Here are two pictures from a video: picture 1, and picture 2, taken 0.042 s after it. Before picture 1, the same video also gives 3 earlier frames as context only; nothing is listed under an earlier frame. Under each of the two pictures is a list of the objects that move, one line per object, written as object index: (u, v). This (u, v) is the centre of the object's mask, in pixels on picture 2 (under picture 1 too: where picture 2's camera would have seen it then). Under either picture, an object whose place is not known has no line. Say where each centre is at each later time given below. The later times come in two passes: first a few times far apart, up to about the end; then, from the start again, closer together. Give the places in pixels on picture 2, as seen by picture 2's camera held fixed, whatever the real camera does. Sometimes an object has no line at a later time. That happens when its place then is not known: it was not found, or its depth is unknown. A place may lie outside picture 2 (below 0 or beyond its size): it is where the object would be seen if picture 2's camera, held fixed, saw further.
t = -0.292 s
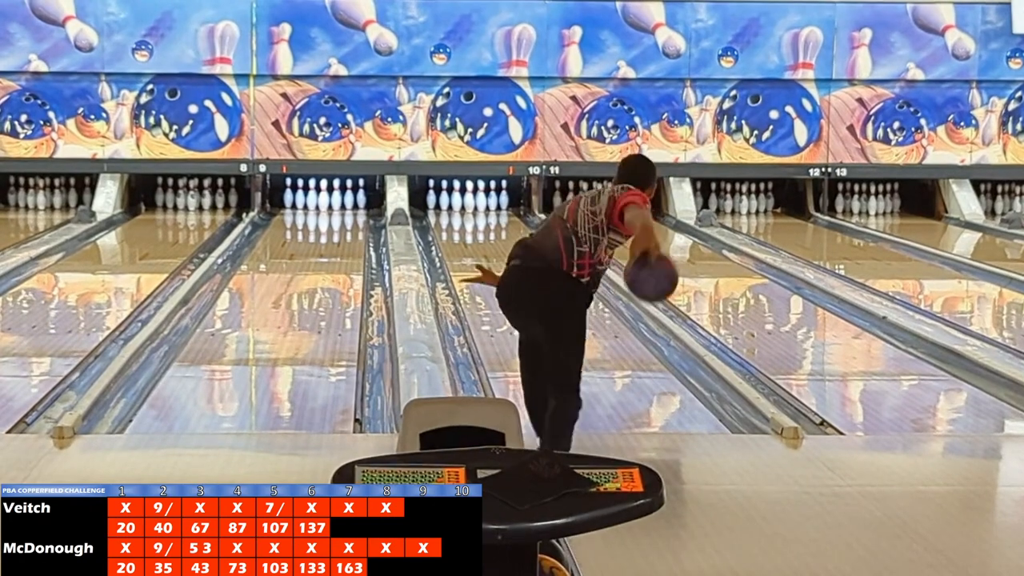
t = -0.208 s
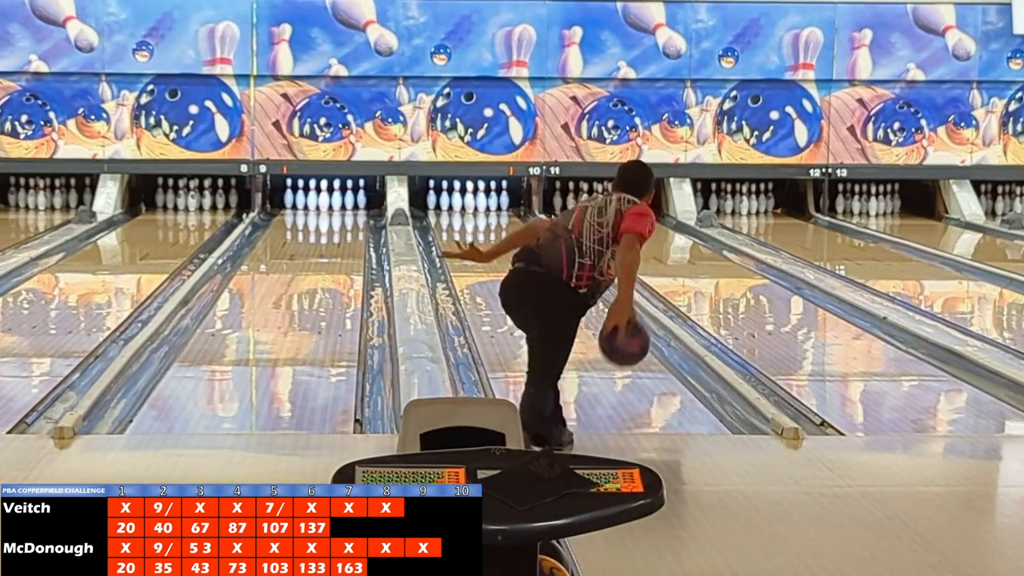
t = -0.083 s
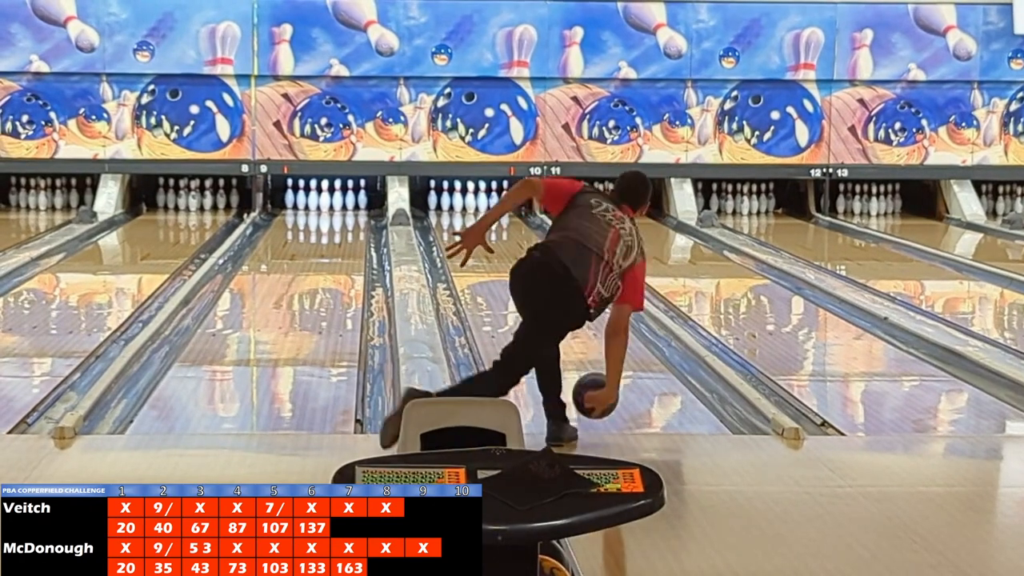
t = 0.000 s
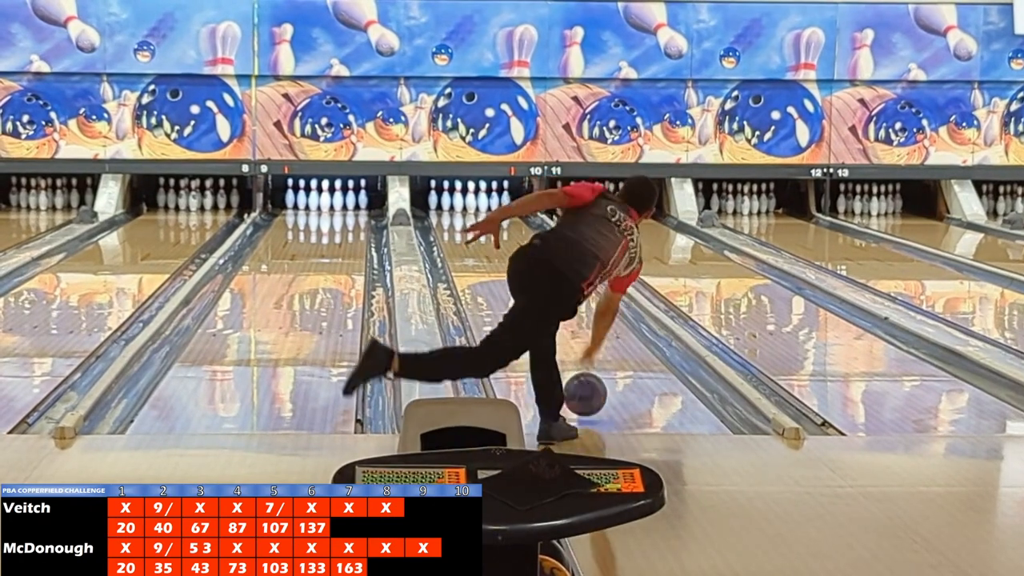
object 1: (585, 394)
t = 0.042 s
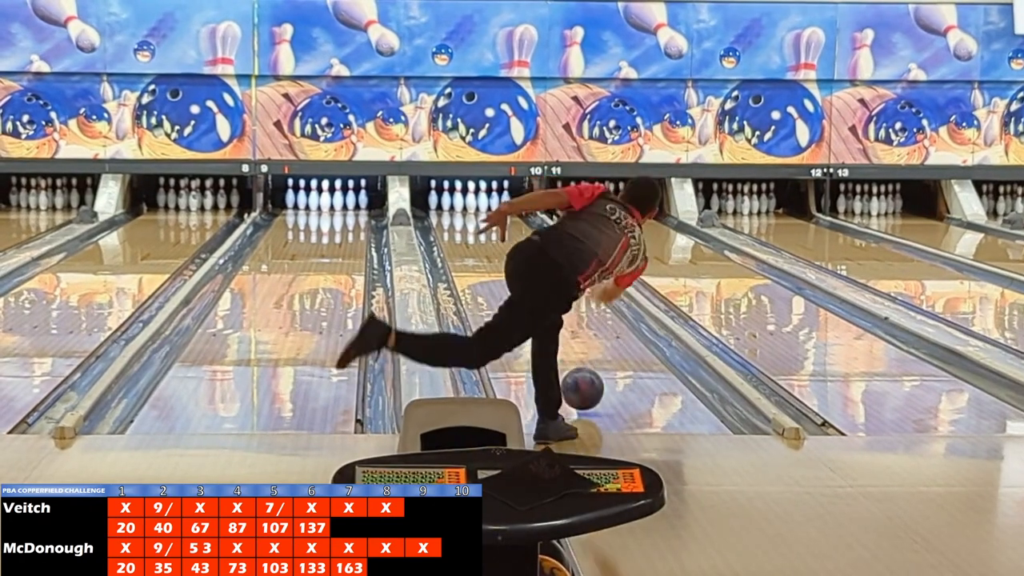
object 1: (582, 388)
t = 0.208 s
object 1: (571, 361)
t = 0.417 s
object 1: (568, 331)
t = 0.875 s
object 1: (529, 282)
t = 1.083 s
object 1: (528, 262)
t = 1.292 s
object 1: (522, 249)
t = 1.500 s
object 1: (515, 236)
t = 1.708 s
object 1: (509, 226)
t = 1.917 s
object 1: (500, 217)
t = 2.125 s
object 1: (488, 210)
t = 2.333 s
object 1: (476, 204)
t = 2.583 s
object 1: (469, 200)
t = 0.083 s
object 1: (578, 382)
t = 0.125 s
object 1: (576, 375)
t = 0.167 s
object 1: (573, 367)
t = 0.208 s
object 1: (571, 361)
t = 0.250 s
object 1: (569, 353)
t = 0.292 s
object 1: (569, 349)
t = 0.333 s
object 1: (569, 342)
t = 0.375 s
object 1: (569, 338)
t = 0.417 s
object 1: (568, 331)
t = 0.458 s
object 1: (568, 327)
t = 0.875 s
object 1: (529, 282)
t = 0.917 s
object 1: (529, 277)
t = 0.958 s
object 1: (529, 273)
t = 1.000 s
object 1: (530, 268)
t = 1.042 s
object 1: (530, 265)
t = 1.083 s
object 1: (528, 262)
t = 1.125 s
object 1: (527, 259)
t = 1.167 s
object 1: (525, 255)
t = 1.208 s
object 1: (524, 254)
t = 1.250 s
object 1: (523, 251)
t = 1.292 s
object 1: (522, 249)
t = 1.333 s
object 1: (520, 245)
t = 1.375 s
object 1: (519, 244)
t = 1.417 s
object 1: (517, 241)
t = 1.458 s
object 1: (516, 239)
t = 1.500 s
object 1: (515, 236)
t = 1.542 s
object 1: (514, 234)
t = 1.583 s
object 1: (512, 232)
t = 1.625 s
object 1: (511, 230)
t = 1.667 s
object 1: (510, 227)
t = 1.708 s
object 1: (509, 226)
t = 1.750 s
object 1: (507, 224)
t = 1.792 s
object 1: (506, 222)
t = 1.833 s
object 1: (504, 220)
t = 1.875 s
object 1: (502, 219)
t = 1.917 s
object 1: (500, 217)
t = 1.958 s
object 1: (498, 216)
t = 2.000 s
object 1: (496, 214)
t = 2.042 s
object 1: (494, 212)
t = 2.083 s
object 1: (490, 211)
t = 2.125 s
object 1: (488, 210)
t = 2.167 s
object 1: (484, 209)
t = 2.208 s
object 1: (482, 208)
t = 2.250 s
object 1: (478, 206)
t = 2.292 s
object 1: (477, 205)
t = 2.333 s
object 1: (476, 204)
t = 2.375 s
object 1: (474, 203)
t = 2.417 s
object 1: (473, 202)
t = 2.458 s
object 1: (472, 202)
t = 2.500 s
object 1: (471, 202)
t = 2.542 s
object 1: (470, 201)
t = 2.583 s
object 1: (469, 200)
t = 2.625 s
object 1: (469, 201)
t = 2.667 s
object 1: (466, 203)
